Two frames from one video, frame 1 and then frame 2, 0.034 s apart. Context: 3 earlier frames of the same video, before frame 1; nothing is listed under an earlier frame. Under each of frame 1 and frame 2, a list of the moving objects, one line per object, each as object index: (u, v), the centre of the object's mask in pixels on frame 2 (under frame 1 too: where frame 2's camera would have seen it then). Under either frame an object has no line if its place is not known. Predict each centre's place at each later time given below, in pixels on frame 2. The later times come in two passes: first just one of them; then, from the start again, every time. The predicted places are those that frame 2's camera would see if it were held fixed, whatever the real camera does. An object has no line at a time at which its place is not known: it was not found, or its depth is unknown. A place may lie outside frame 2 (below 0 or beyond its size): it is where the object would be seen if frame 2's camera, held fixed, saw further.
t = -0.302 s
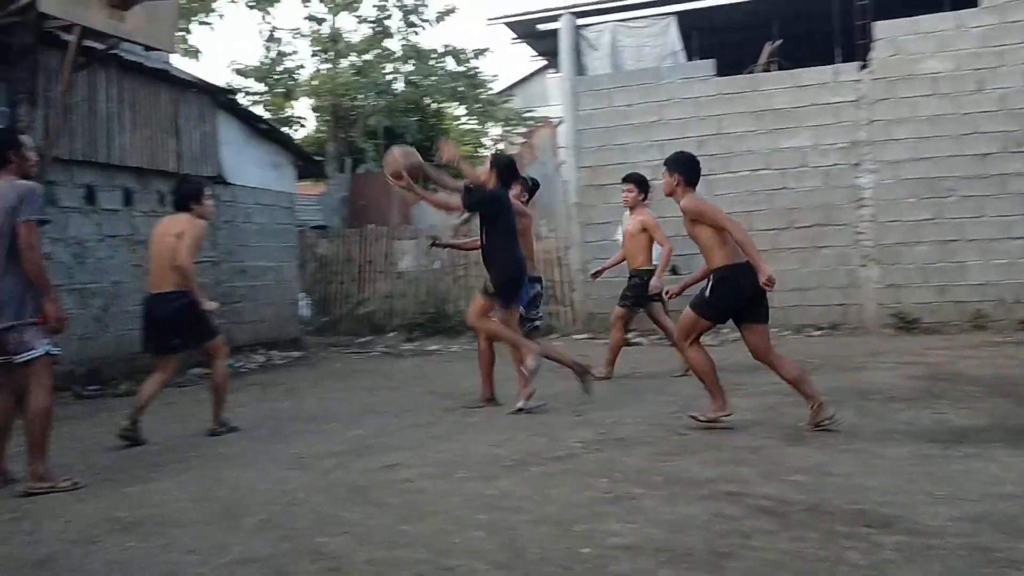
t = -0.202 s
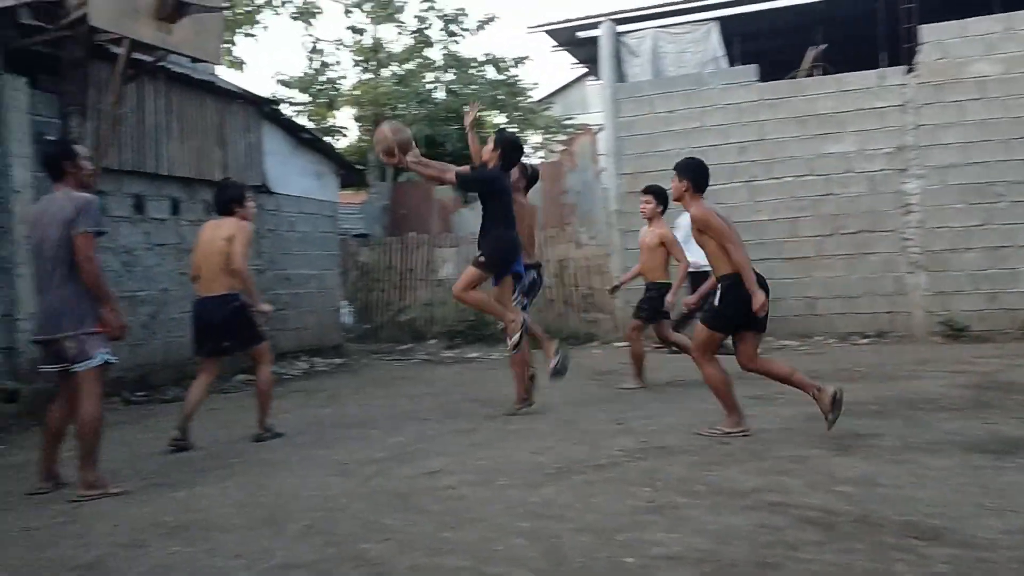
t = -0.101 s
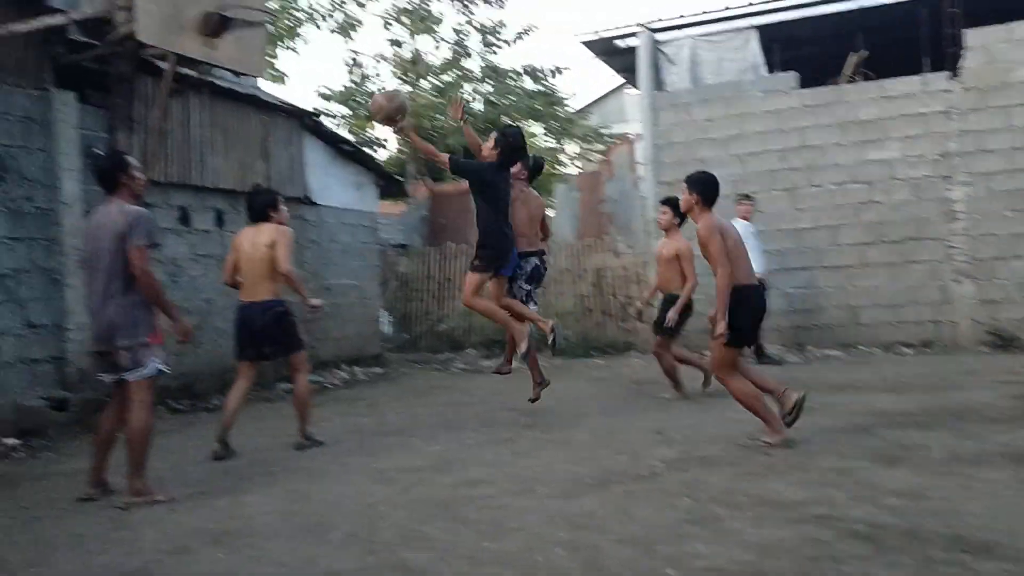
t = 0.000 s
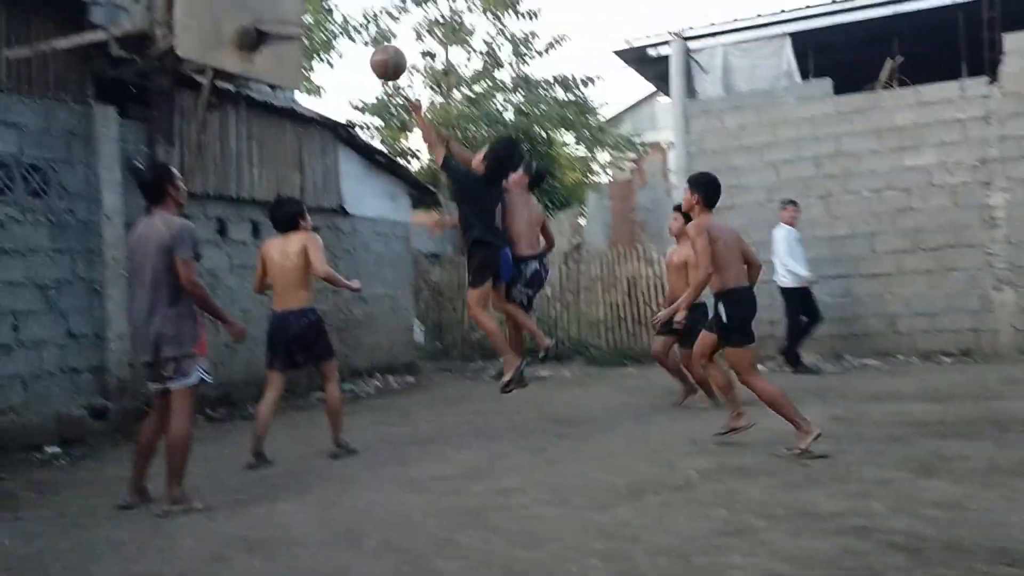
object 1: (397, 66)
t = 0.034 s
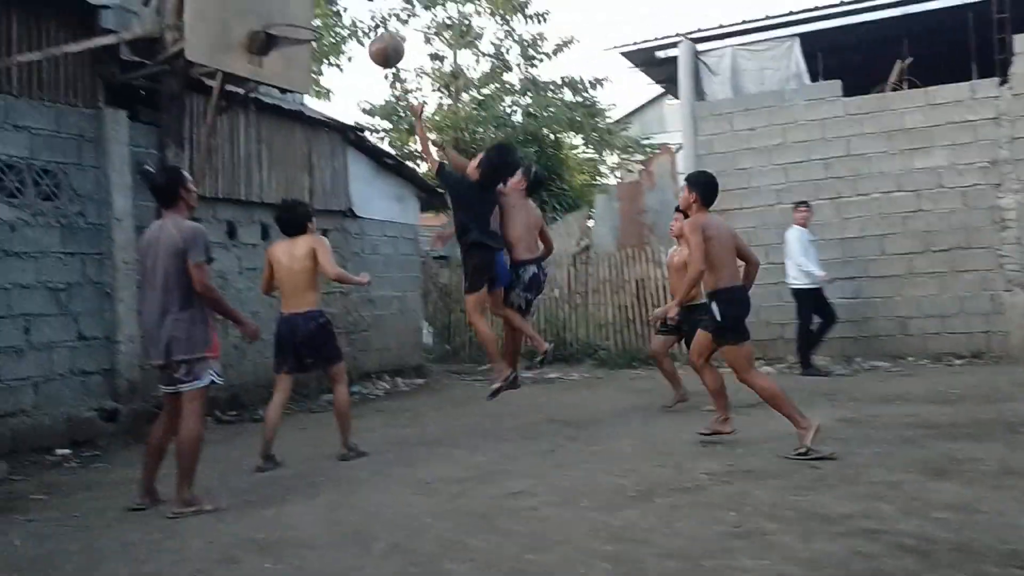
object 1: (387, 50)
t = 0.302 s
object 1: (313, -1)
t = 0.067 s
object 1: (376, 38)
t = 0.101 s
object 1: (366, 27)
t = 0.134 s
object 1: (357, 18)
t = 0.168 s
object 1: (347, 10)
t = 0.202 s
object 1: (338, 5)
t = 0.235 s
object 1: (330, 2)
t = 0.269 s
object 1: (322, 0)
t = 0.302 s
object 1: (313, -1)
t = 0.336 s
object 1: (306, -1)
